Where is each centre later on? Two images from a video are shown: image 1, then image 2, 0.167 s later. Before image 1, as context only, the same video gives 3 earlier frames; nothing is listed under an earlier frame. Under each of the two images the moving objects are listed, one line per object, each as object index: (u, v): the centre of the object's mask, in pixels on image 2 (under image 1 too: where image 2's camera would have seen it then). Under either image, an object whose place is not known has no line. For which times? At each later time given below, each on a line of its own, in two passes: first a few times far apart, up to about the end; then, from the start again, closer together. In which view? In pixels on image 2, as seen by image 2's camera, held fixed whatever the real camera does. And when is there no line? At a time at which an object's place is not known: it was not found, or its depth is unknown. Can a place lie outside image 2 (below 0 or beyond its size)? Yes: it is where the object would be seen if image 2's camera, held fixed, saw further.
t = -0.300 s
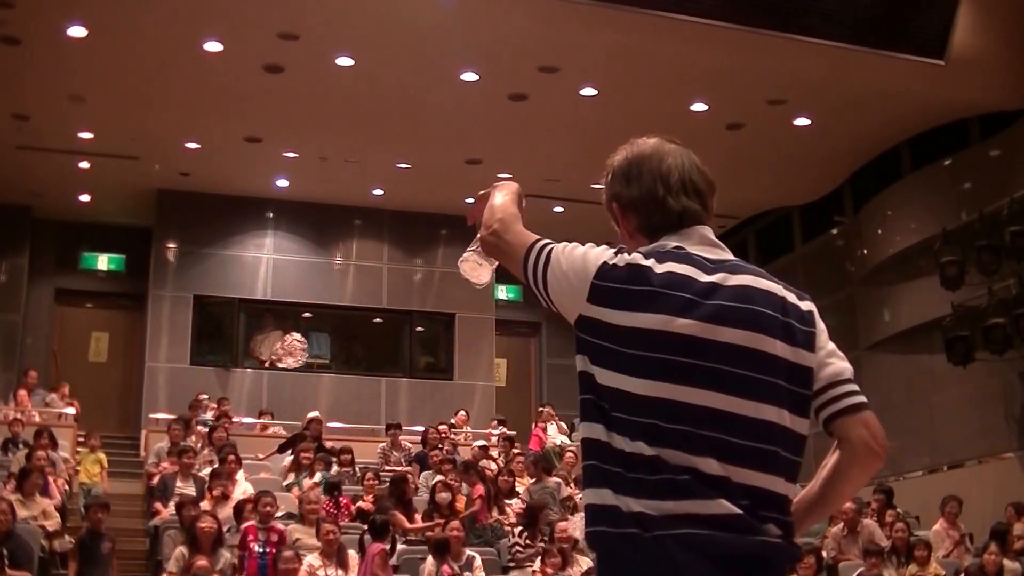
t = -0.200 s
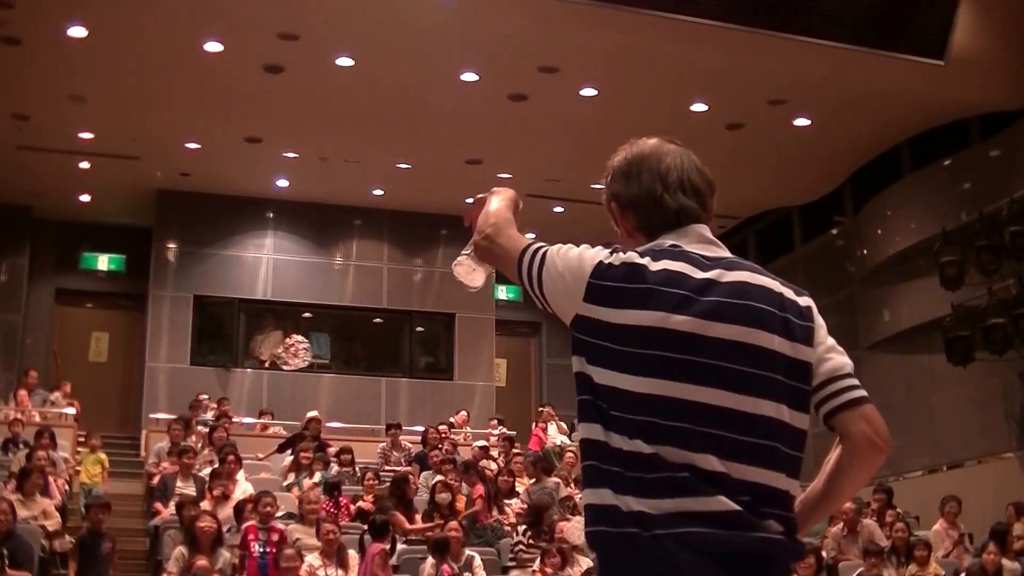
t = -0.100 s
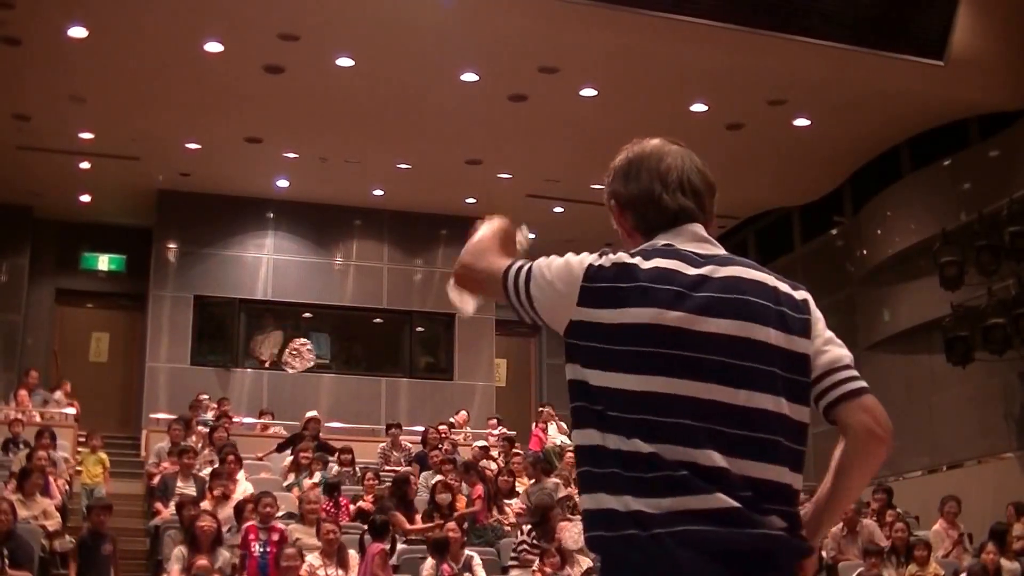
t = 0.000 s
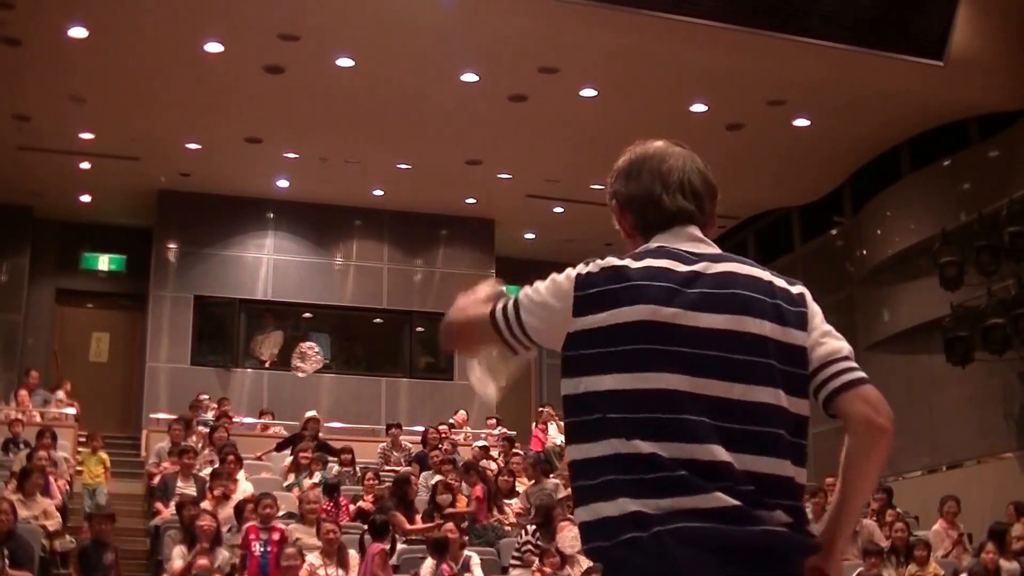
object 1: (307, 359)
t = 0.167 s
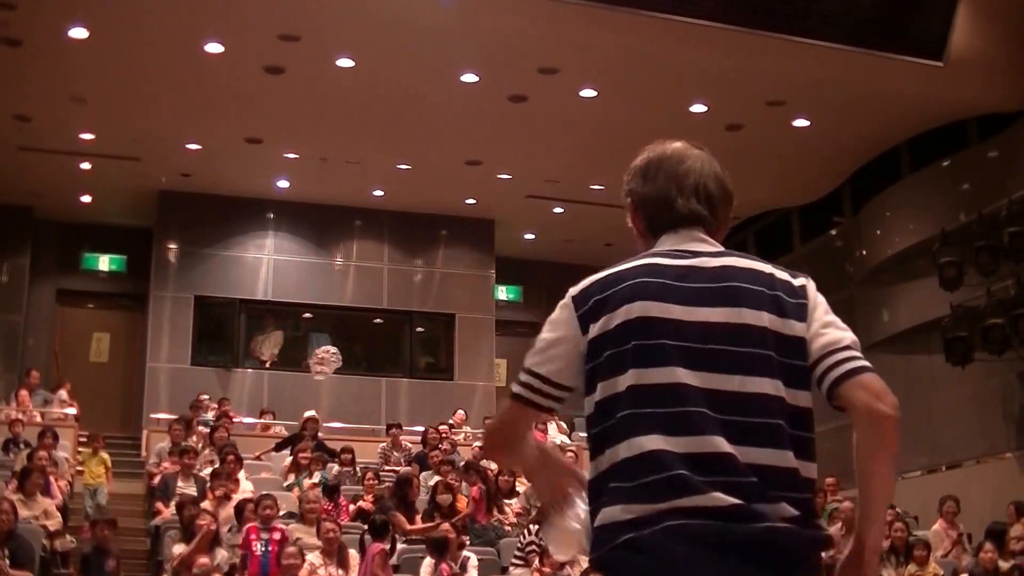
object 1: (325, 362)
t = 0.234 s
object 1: (330, 361)
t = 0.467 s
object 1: (338, 357)
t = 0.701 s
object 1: (345, 353)
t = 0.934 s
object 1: (342, 358)
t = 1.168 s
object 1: (321, 364)
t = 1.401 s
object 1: (300, 351)
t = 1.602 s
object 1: (288, 336)
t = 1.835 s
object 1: (279, 319)
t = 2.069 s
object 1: (276, 309)
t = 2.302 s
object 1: (274, 302)
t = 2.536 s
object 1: (267, 299)
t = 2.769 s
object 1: (258, 303)
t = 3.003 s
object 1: (249, 308)
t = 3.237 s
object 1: (239, 315)
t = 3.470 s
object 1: (229, 321)
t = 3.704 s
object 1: (223, 330)
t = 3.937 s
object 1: (220, 341)
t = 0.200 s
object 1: (327, 362)
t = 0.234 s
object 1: (330, 361)
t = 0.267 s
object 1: (331, 360)
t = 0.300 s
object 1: (332, 360)
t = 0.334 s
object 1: (334, 359)
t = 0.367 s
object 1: (335, 359)
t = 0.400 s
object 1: (336, 358)
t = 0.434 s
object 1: (337, 358)
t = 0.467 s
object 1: (338, 357)
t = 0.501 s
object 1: (340, 356)
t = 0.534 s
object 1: (341, 356)
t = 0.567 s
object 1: (342, 355)
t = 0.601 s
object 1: (343, 355)
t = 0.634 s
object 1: (343, 354)
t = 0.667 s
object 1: (344, 354)
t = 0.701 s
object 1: (345, 353)
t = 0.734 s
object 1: (345, 353)
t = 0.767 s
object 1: (345, 352)
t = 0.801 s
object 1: (345, 353)
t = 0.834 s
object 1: (344, 353)
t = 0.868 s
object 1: (344, 355)
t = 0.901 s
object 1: (342, 356)
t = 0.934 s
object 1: (342, 358)
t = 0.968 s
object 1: (340, 361)
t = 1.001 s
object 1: (338, 363)
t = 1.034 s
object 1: (335, 364)
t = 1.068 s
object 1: (331, 365)
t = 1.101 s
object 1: (328, 365)
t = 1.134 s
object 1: (325, 365)
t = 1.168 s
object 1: (321, 364)
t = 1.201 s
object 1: (318, 363)
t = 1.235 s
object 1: (314, 362)
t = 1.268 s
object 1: (311, 360)
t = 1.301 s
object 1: (308, 359)
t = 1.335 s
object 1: (305, 356)
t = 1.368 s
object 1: (302, 354)
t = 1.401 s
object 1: (300, 351)
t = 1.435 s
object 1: (297, 349)
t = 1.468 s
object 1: (295, 346)
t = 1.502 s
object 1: (293, 344)
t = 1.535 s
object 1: (291, 341)
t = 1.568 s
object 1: (290, 339)
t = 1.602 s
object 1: (288, 336)
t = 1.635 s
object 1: (285, 334)
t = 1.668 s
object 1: (285, 331)
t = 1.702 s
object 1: (283, 329)
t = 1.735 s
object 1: (282, 326)
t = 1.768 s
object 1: (281, 323)
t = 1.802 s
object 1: (280, 321)
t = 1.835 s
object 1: (279, 319)
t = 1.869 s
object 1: (278, 317)
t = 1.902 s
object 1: (277, 315)
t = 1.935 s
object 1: (277, 313)
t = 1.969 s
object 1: (277, 312)
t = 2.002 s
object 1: (277, 311)
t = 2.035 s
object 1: (276, 309)
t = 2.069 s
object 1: (276, 309)
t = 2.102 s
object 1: (276, 308)
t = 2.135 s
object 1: (276, 306)
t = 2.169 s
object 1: (276, 305)
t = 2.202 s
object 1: (275, 305)
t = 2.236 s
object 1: (275, 304)
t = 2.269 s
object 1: (275, 302)
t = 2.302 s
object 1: (274, 302)
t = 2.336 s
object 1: (273, 301)
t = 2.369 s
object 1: (272, 300)
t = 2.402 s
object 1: (272, 300)
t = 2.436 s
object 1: (271, 299)
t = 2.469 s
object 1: (270, 299)
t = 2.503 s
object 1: (268, 299)
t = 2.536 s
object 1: (267, 299)
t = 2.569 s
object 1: (265, 299)
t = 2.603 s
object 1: (264, 299)
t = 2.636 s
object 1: (263, 300)
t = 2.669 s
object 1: (262, 300)
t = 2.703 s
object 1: (261, 301)
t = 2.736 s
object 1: (260, 302)
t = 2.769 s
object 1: (258, 303)
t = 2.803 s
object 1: (257, 304)
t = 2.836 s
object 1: (256, 304)
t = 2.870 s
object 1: (254, 305)
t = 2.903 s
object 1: (253, 306)
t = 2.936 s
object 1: (251, 307)
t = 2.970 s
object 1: (250, 307)
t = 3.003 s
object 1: (249, 308)
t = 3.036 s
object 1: (247, 309)
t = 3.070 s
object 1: (246, 310)
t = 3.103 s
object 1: (244, 311)
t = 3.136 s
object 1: (243, 311)
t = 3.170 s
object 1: (242, 313)
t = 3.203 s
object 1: (240, 314)
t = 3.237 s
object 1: (239, 315)
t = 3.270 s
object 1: (237, 315)
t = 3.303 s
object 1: (236, 316)
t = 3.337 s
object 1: (234, 317)
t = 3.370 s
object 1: (233, 318)
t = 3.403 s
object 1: (231, 320)
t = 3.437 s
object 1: (230, 321)
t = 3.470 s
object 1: (229, 321)
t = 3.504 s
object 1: (228, 323)
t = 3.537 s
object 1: (227, 324)
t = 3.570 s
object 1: (226, 325)
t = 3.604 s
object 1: (225, 326)
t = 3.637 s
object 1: (224, 327)
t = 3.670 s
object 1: (223, 329)
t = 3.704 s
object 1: (223, 330)
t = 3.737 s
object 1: (222, 331)
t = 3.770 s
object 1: (221, 333)
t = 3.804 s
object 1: (221, 334)
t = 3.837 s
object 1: (221, 336)
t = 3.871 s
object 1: (220, 337)
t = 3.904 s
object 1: (220, 339)
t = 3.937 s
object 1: (220, 341)
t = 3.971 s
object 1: (219, 342)
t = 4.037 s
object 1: (219, 342)
